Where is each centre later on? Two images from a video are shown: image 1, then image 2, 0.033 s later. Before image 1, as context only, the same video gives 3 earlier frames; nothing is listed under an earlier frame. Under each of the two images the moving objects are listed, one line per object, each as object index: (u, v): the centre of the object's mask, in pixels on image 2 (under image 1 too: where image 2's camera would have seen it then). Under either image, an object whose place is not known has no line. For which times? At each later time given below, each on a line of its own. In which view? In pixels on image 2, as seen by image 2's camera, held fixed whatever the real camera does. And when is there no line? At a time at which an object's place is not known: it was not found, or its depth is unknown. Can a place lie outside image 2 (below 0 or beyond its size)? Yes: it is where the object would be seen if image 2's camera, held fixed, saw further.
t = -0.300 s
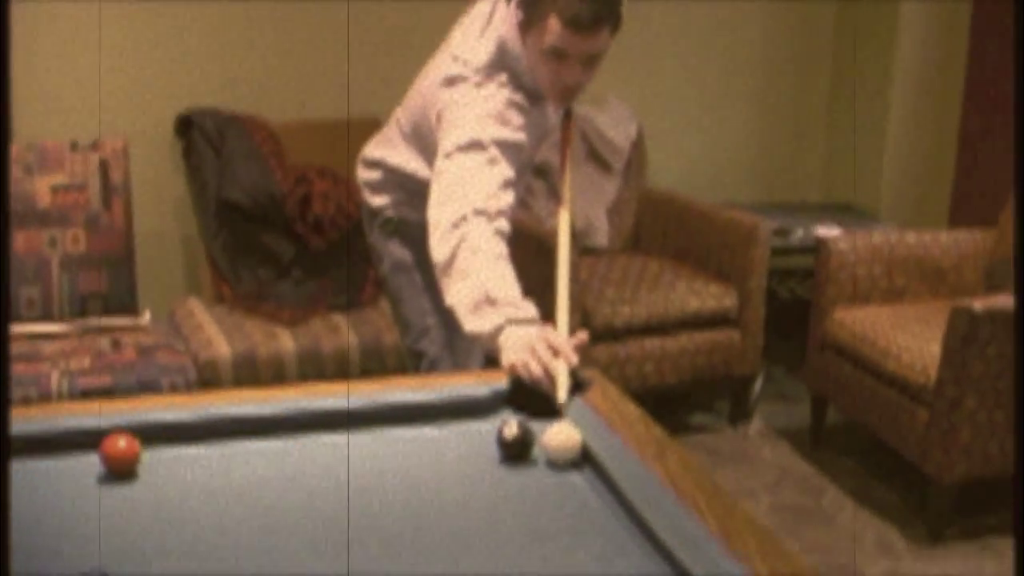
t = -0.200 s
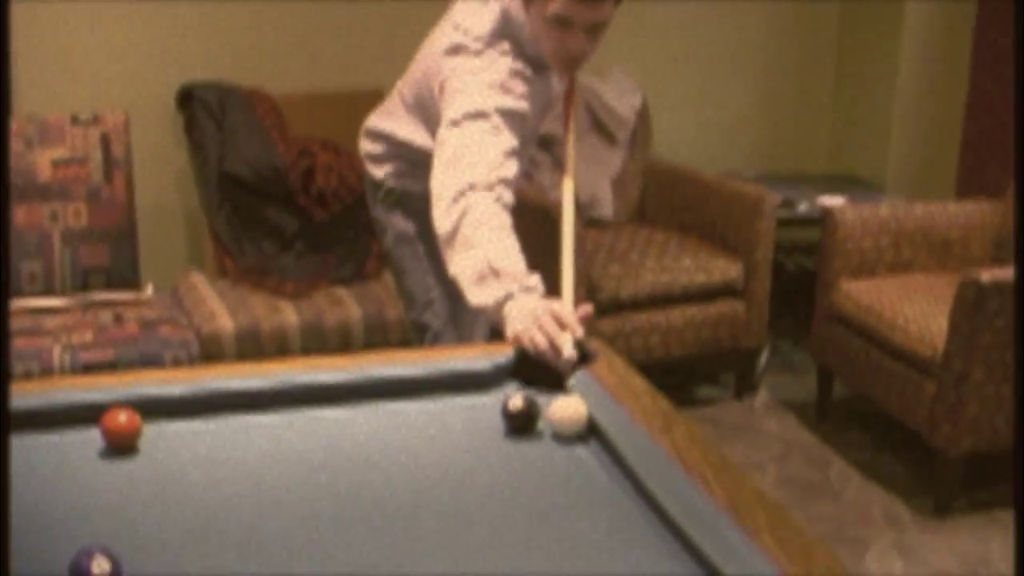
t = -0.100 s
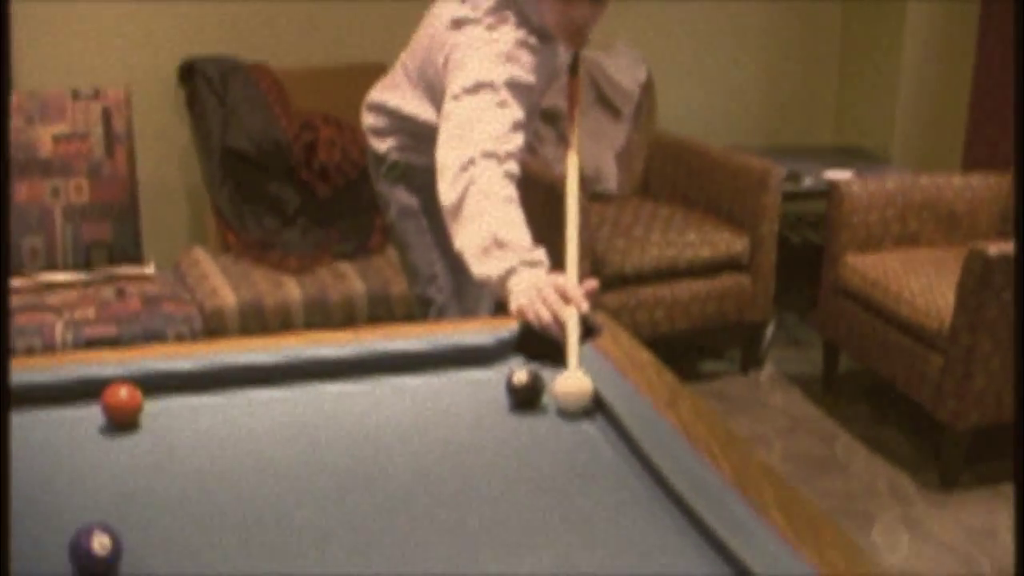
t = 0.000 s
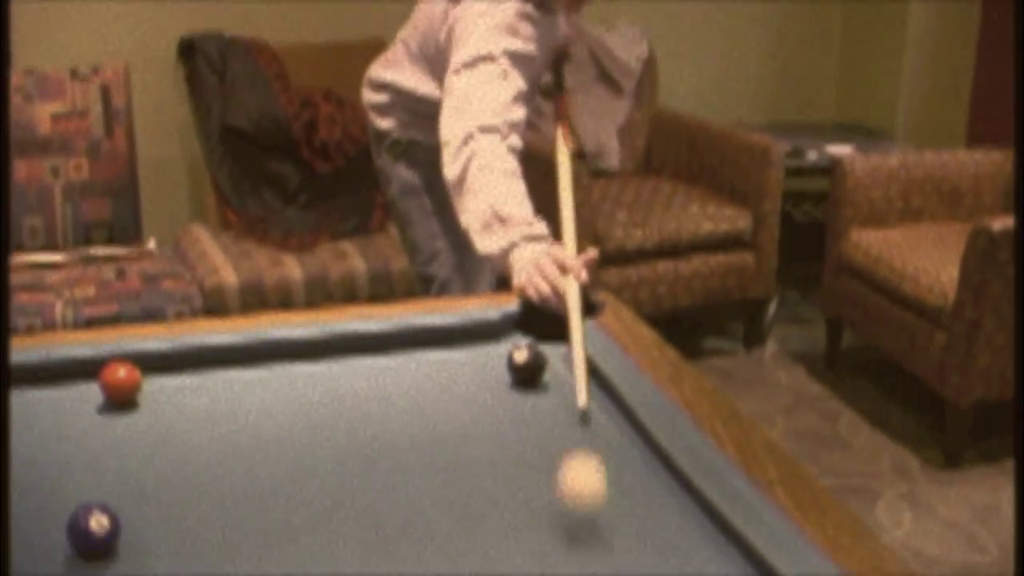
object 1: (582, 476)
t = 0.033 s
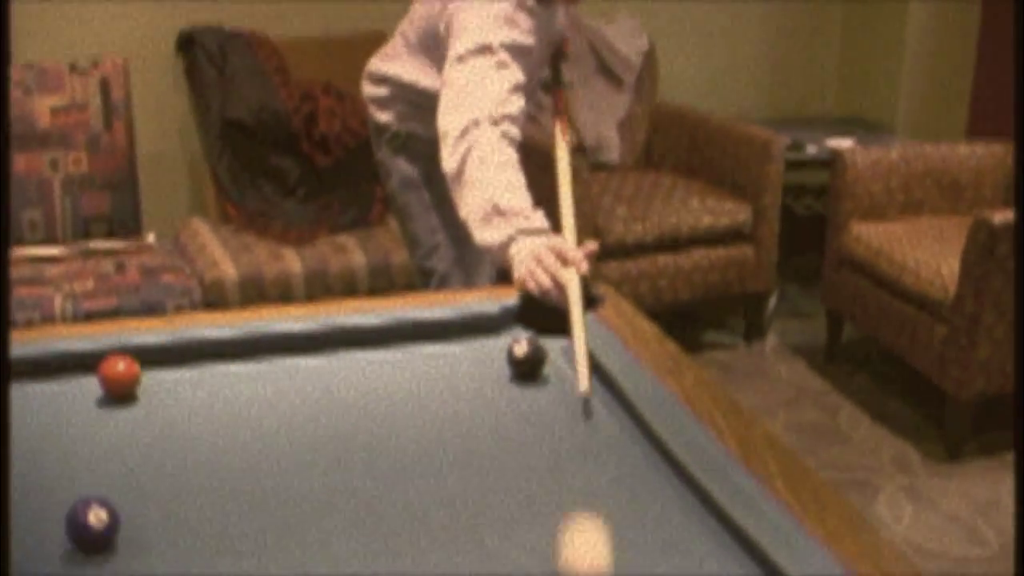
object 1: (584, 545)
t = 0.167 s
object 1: (430, 603)
